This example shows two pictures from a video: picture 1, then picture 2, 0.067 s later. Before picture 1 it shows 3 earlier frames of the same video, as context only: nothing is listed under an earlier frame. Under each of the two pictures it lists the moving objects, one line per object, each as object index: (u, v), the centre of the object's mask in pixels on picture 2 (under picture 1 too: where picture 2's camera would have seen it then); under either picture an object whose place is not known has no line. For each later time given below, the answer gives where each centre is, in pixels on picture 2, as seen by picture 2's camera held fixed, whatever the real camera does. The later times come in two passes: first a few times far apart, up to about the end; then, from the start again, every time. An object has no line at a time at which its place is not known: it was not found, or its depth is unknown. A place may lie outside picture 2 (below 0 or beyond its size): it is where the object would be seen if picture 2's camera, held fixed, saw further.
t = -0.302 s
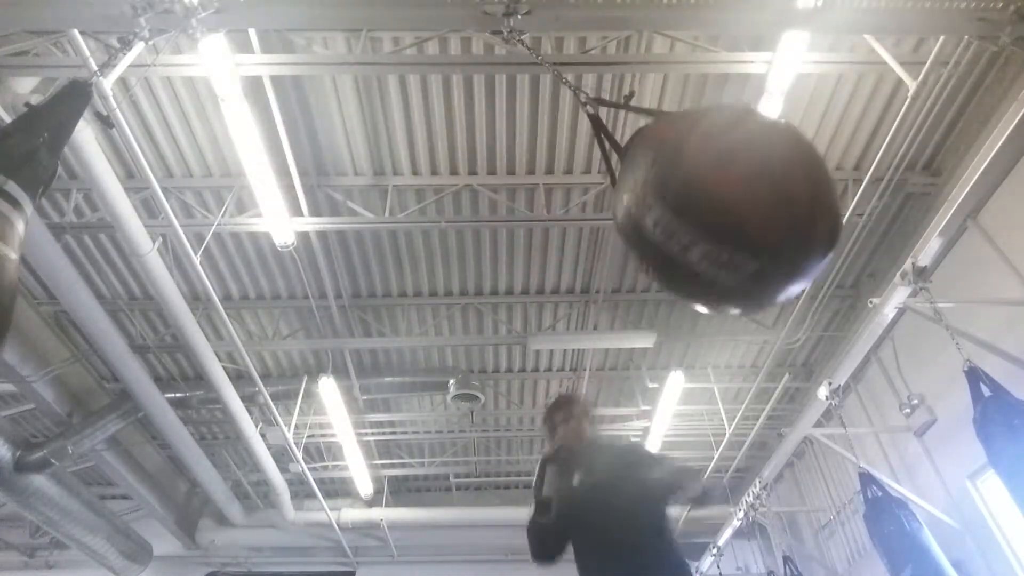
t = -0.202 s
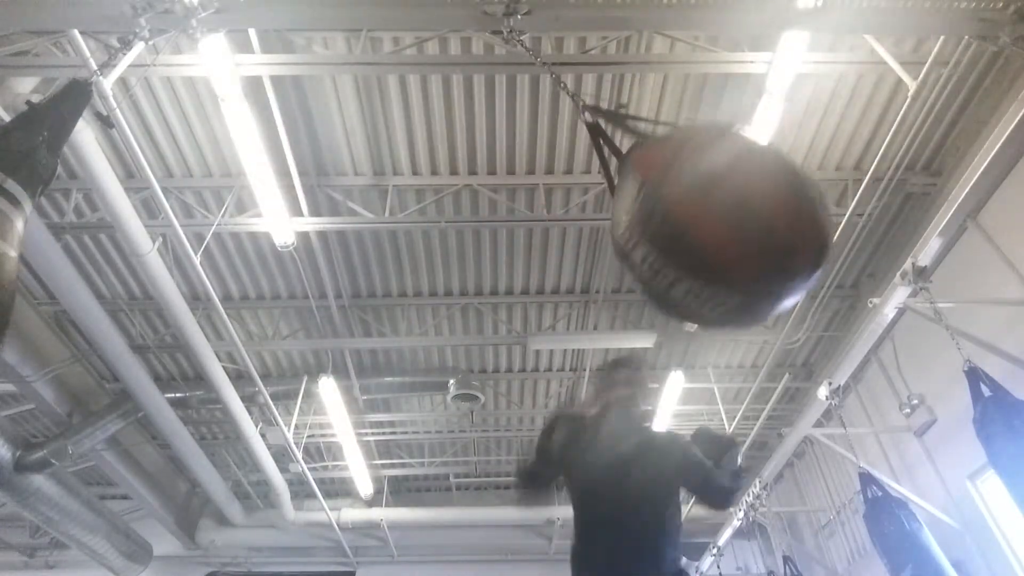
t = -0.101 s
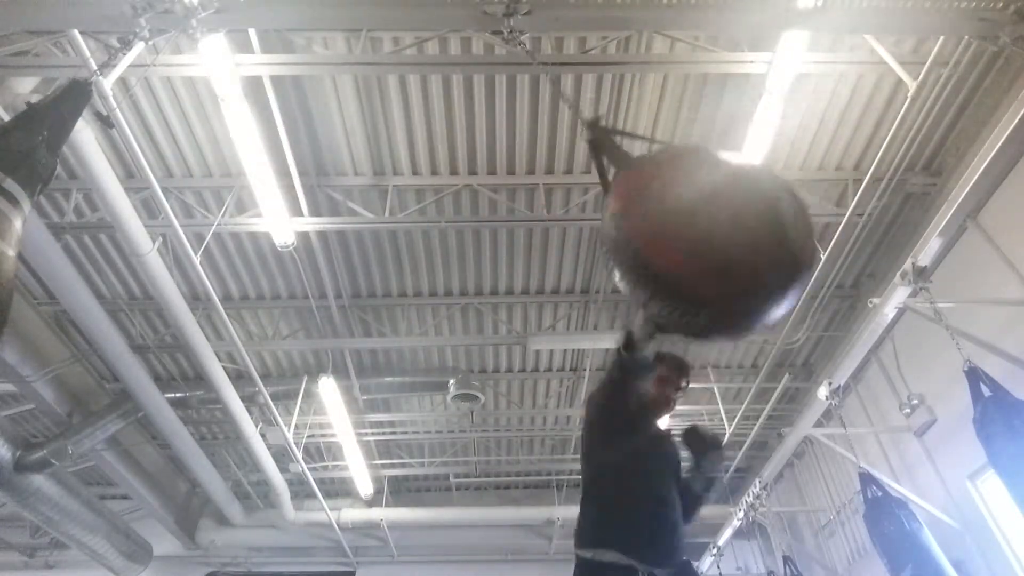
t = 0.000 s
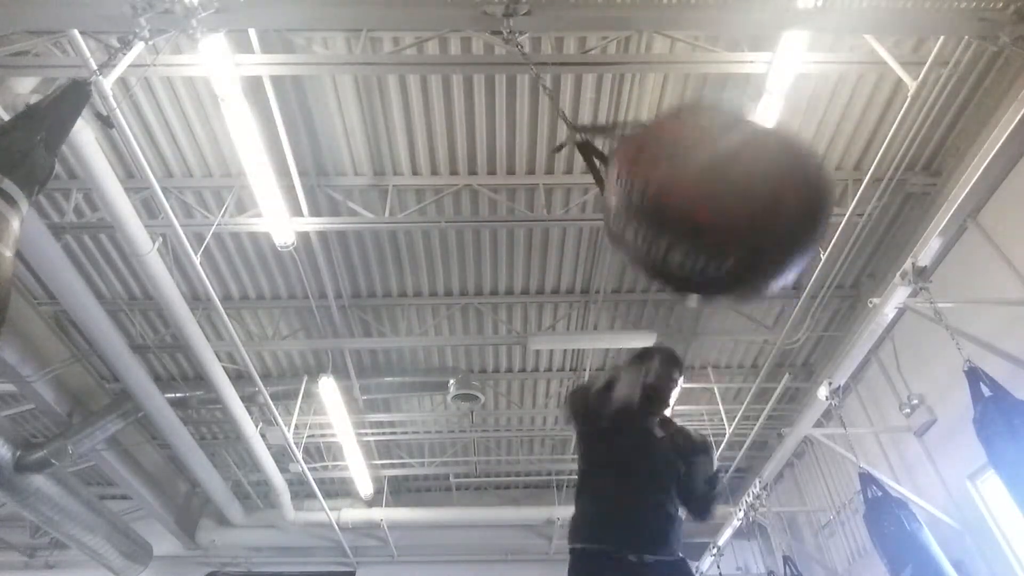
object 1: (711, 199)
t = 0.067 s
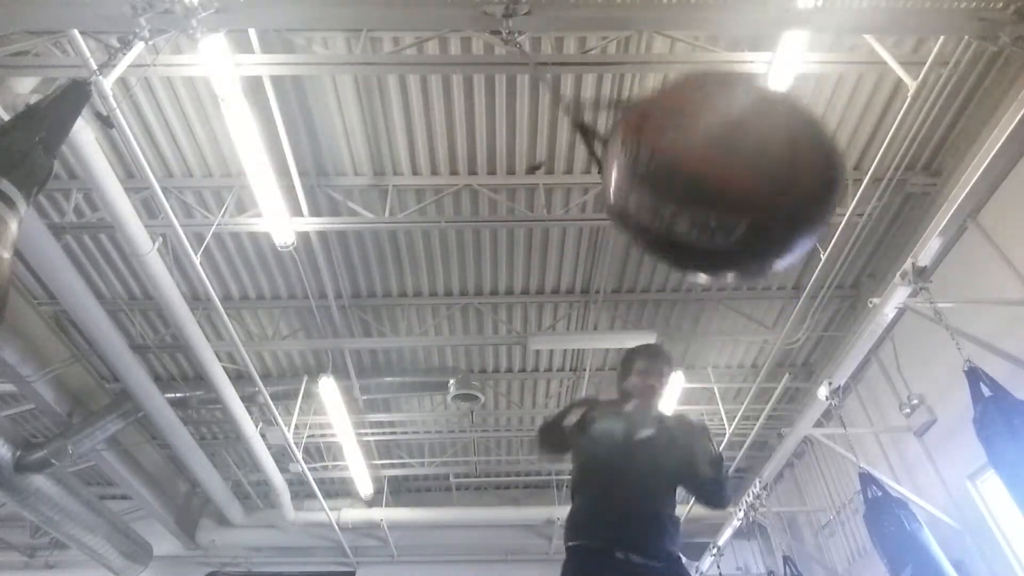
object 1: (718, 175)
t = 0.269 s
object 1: (690, 104)
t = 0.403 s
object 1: (623, 82)
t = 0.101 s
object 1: (721, 163)
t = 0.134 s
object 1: (720, 149)
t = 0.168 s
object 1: (715, 134)
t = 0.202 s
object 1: (712, 122)
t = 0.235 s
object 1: (700, 111)
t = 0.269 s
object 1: (690, 104)
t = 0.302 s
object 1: (676, 97)
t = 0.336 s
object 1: (663, 93)
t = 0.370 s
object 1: (641, 84)
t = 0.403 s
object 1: (623, 82)
